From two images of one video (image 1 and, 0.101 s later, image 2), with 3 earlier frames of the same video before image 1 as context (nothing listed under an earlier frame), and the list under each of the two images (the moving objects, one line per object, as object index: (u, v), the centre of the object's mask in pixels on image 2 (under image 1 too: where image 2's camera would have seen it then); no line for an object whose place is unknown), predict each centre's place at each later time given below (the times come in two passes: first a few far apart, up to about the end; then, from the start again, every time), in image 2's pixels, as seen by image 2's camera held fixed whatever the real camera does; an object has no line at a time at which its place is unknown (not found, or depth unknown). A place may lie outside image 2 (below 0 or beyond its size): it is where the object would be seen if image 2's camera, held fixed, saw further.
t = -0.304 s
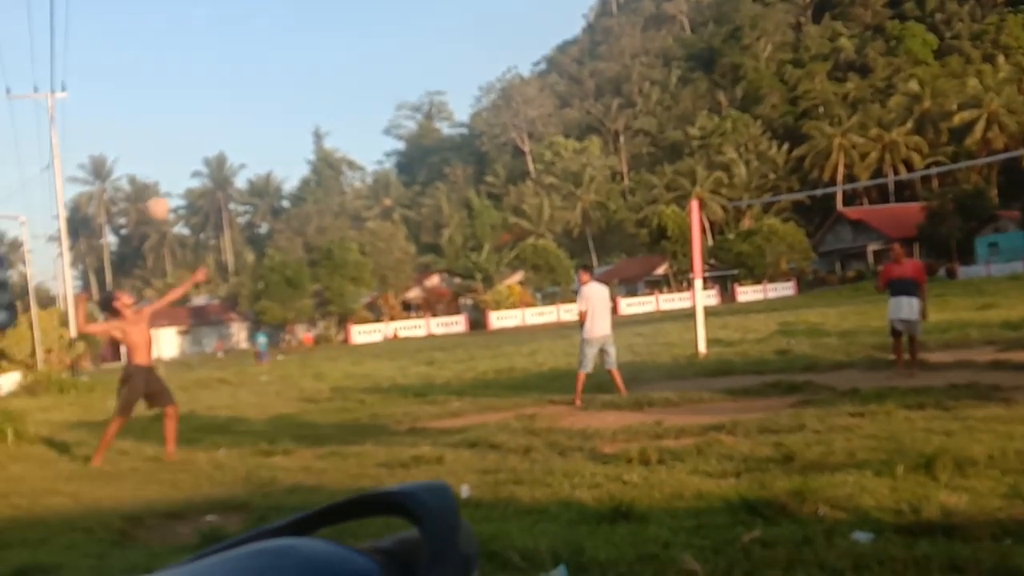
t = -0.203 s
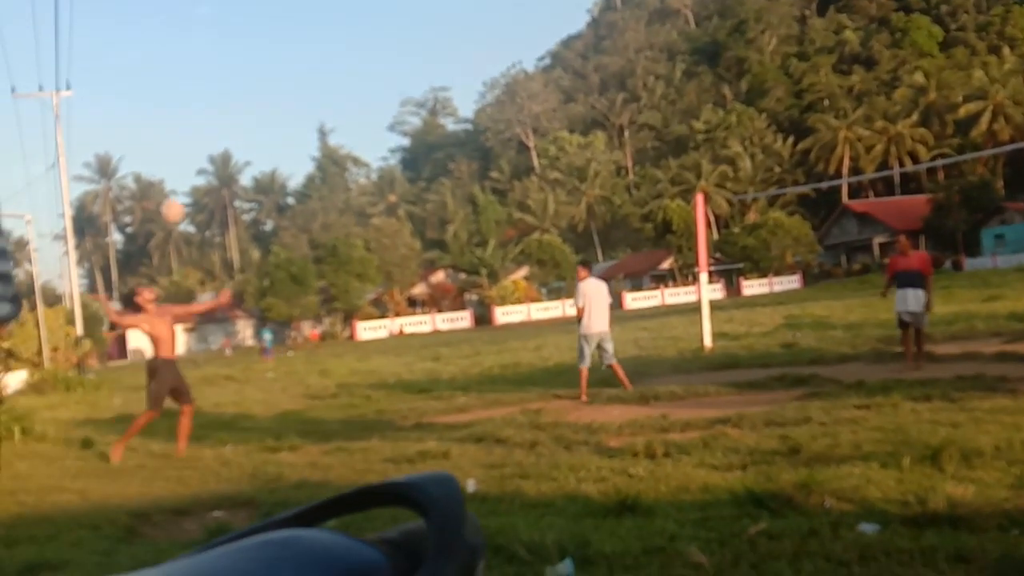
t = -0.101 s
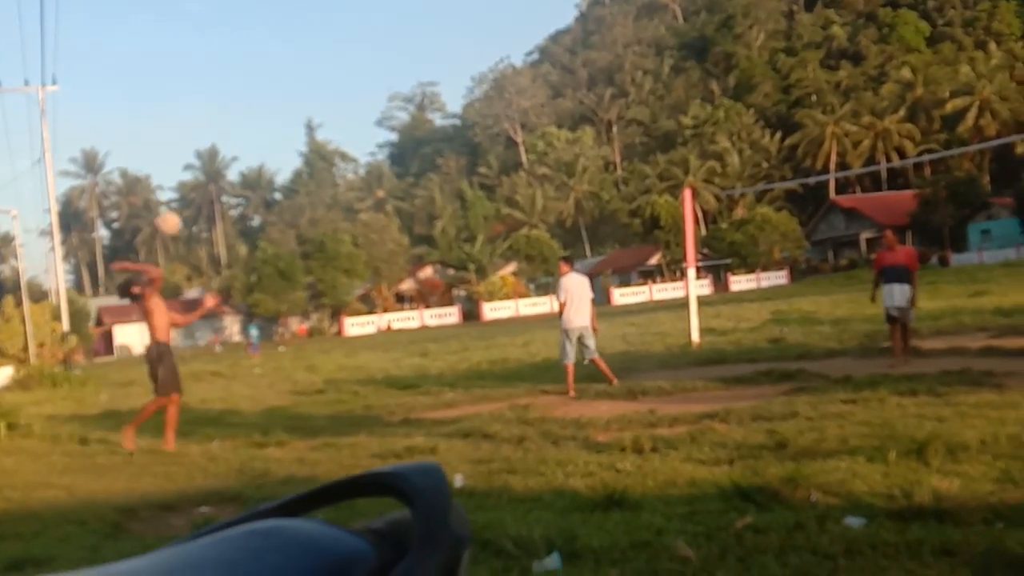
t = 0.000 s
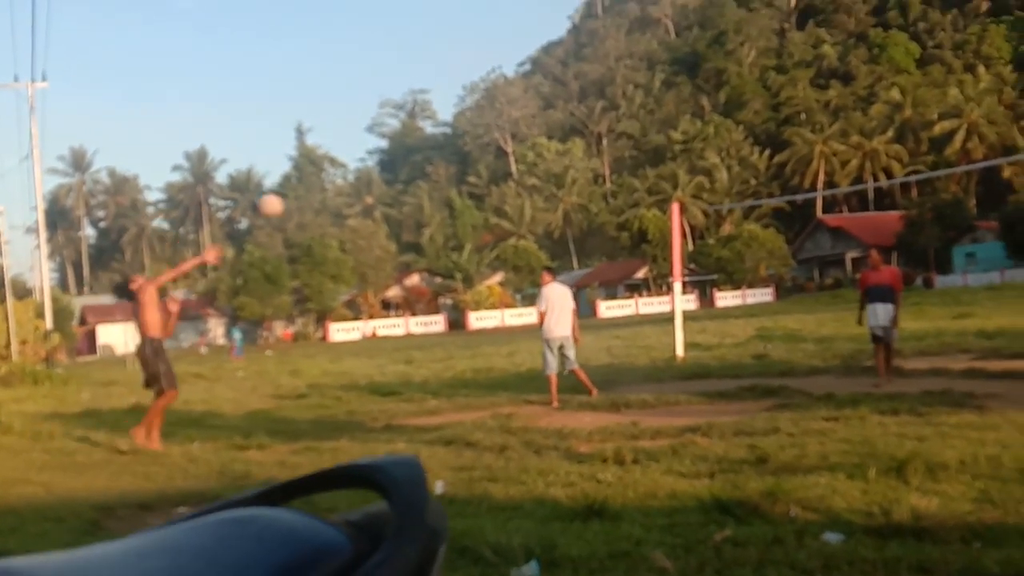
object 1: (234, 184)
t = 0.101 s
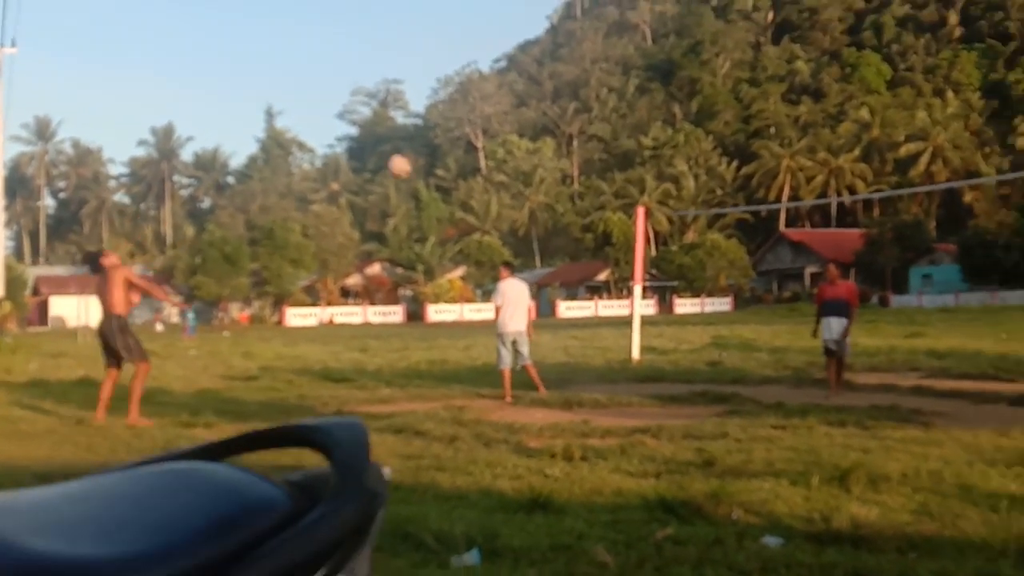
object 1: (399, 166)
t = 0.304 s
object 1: (679, 173)
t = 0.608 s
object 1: (1017, 260)
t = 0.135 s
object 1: (450, 162)
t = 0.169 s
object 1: (500, 161)
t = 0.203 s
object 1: (547, 162)
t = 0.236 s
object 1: (591, 166)
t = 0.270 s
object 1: (635, 169)
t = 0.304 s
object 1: (679, 173)
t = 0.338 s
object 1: (721, 178)
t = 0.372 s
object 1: (761, 185)
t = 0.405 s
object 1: (800, 192)
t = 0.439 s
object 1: (839, 200)
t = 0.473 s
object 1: (877, 209)
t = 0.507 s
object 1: (915, 221)
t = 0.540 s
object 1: (951, 233)
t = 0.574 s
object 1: (986, 246)
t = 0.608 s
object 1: (1017, 260)
